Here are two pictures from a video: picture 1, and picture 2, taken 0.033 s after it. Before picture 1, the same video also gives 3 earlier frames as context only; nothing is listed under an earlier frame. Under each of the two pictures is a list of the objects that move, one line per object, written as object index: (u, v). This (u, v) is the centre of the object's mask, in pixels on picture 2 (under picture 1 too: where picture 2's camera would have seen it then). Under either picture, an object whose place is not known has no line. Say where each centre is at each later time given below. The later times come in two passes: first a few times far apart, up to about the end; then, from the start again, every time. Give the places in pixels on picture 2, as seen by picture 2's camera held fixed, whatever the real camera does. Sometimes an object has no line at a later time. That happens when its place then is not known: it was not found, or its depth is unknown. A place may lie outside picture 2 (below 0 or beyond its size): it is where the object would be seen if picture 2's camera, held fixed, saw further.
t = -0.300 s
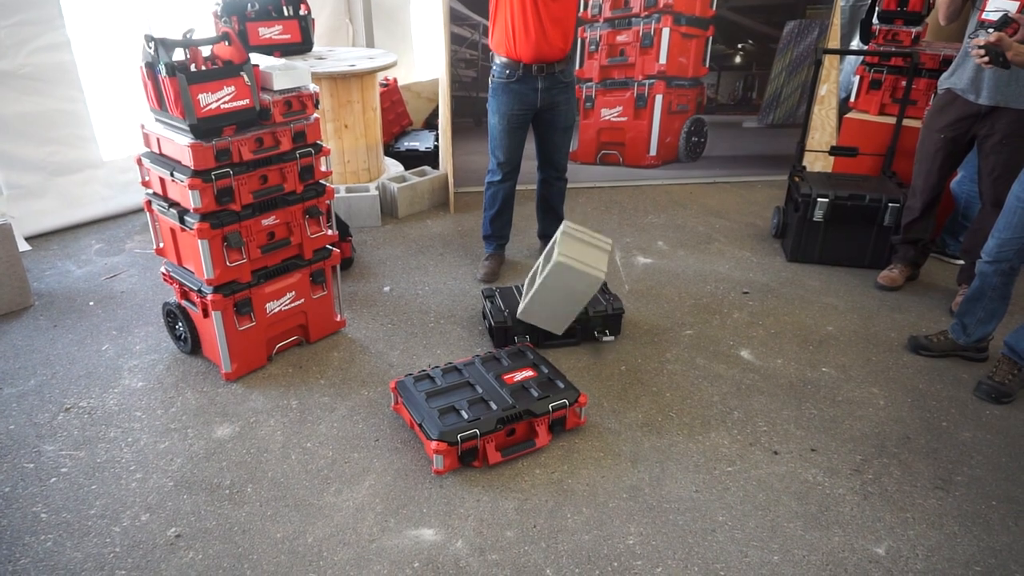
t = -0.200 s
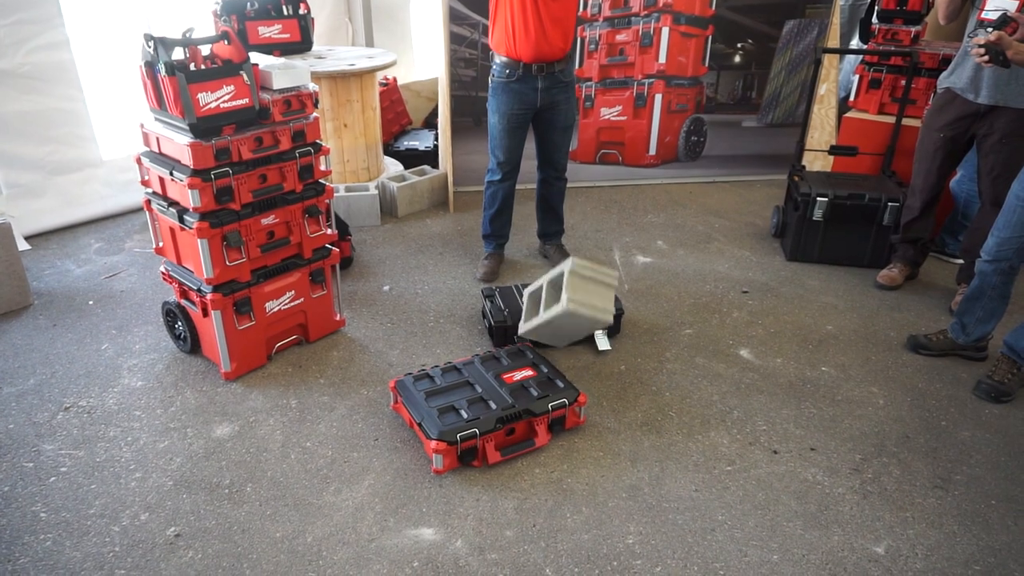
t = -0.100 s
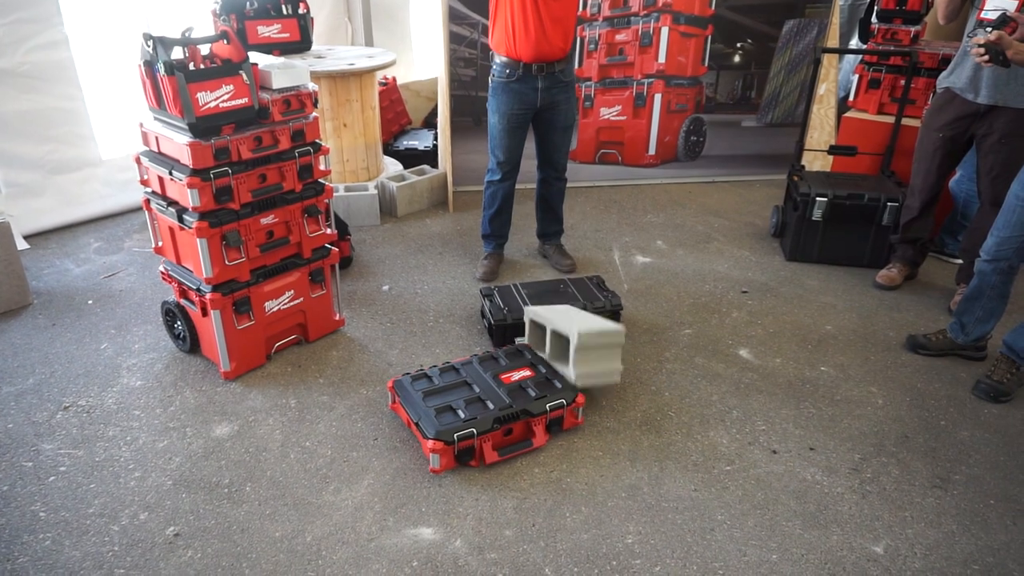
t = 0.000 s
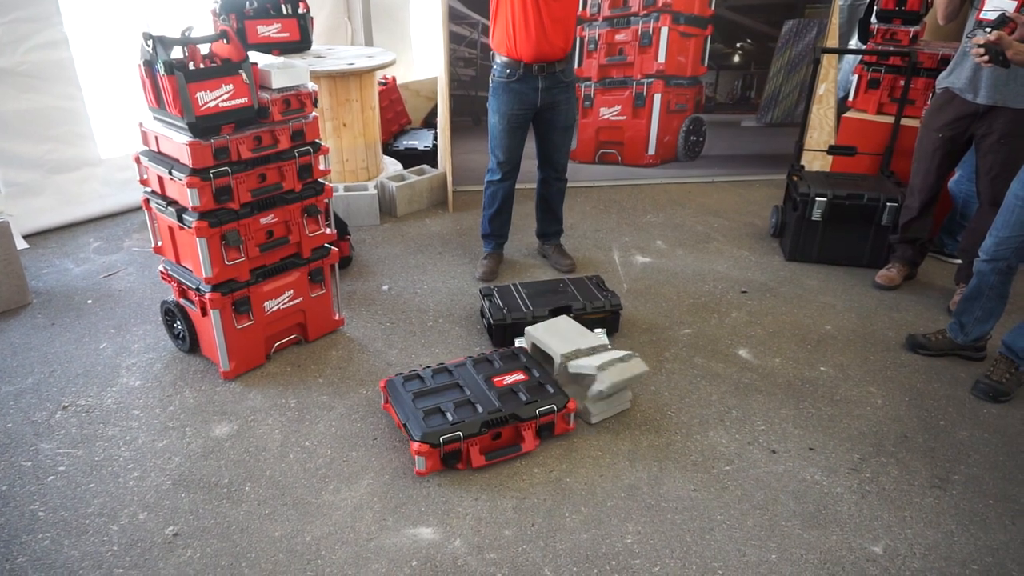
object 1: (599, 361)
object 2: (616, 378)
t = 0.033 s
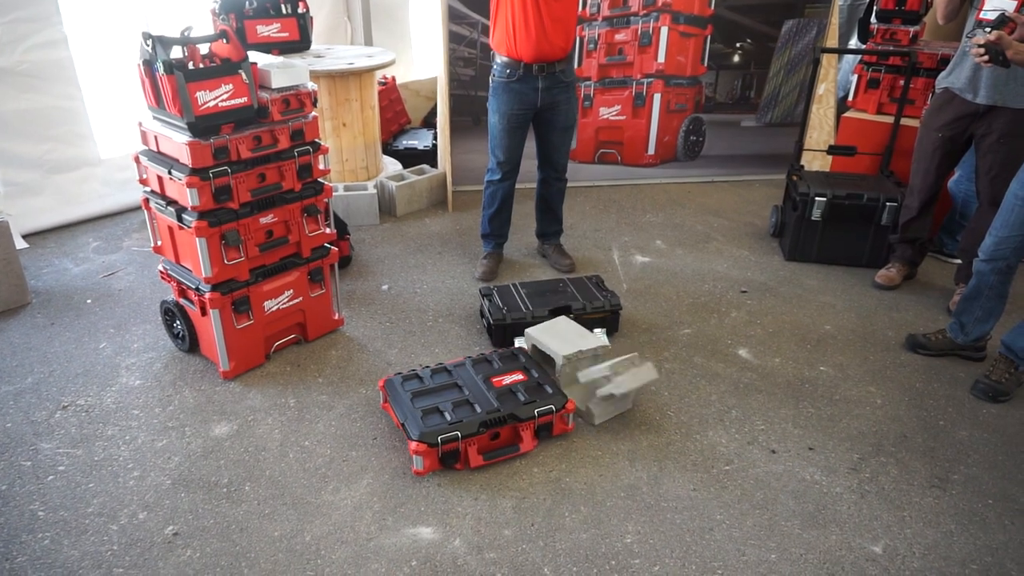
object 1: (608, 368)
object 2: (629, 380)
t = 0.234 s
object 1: (648, 420)
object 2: (687, 435)
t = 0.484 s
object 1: (656, 428)
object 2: (696, 438)
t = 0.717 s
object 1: (656, 428)
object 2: (696, 438)
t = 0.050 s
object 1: (613, 372)
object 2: (633, 383)
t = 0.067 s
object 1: (616, 376)
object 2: (638, 387)
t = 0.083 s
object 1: (620, 380)
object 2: (644, 390)
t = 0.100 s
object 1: (624, 386)
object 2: (650, 396)
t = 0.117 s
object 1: (627, 389)
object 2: (655, 402)
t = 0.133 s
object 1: (630, 394)
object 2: (661, 409)
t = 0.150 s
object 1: (632, 399)
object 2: (665, 416)
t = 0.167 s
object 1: (635, 405)
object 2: (671, 425)
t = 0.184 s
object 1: (638, 411)
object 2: (675, 431)
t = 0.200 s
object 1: (642, 414)
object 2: (681, 434)
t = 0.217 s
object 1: (645, 417)
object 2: (684, 435)
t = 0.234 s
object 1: (648, 420)
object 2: (687, 435)
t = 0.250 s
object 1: (650, 423)
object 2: (690, 436)
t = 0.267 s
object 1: (652, 425)
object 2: (692, 437)
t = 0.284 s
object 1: (654, 425)
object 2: (693, 437)
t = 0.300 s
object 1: (655, 426)
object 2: (695, 437)
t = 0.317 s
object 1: (656, 427)
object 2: (695, 437)
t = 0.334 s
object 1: (656, 428)
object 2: (696, 438)
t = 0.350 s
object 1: (656, 427)
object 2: (696, 438)
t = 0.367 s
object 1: (656, 428)
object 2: (696, 438)
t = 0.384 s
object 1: (656, 428)
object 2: (696, 438)
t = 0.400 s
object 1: (656, 428)
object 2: (696, 438)
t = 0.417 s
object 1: (656, 428)
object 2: (696, 438)
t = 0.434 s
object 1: (656, 428)
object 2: (696, 438)
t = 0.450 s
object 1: (656, 428)
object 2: (696, 438)
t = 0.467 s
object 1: (656, 428)
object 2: (696, 438)
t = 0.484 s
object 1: (656, 428)
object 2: (696, 438)
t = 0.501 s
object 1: (656, 428)
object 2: (696, 438)
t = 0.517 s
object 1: (656, 428)
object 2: (696, 438)
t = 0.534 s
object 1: (656, 428)
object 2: (696, 438)
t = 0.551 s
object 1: (656, 428)
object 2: (696, 438)
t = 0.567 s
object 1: (656, 428)
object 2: (696, 438)
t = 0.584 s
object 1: (656, 428)
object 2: (696, 438)
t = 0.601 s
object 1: (656, 428)
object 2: (696, 438)
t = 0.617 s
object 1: (656, 428)
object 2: (696, 438)
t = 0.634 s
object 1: (656, 428)
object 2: (696, 438)
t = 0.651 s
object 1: (656, 428)
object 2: (696, 438)
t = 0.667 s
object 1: (656, 428)
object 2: (696, 438)
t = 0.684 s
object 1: (656, 428)
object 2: (696, 438)
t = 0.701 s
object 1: (656, 428)
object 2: (696, 438)
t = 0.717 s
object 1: (656, 428)
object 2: (696, 438)
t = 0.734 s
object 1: (656, 428)
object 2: (696, 438)
